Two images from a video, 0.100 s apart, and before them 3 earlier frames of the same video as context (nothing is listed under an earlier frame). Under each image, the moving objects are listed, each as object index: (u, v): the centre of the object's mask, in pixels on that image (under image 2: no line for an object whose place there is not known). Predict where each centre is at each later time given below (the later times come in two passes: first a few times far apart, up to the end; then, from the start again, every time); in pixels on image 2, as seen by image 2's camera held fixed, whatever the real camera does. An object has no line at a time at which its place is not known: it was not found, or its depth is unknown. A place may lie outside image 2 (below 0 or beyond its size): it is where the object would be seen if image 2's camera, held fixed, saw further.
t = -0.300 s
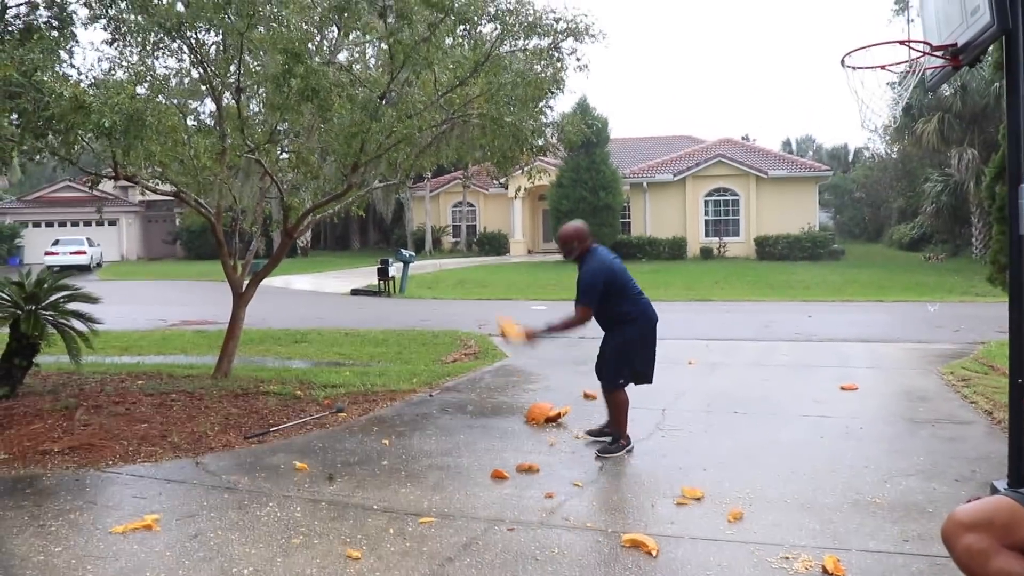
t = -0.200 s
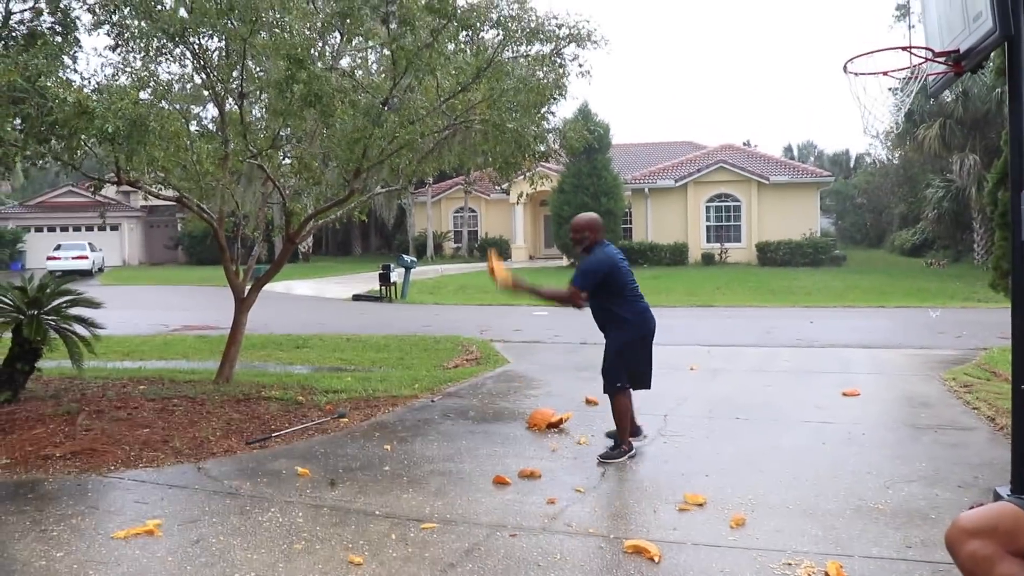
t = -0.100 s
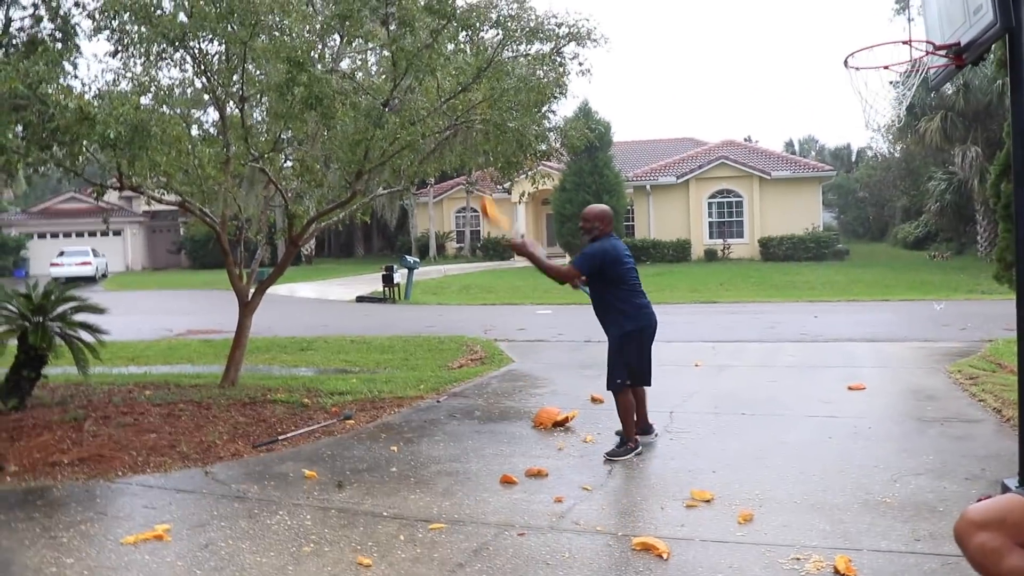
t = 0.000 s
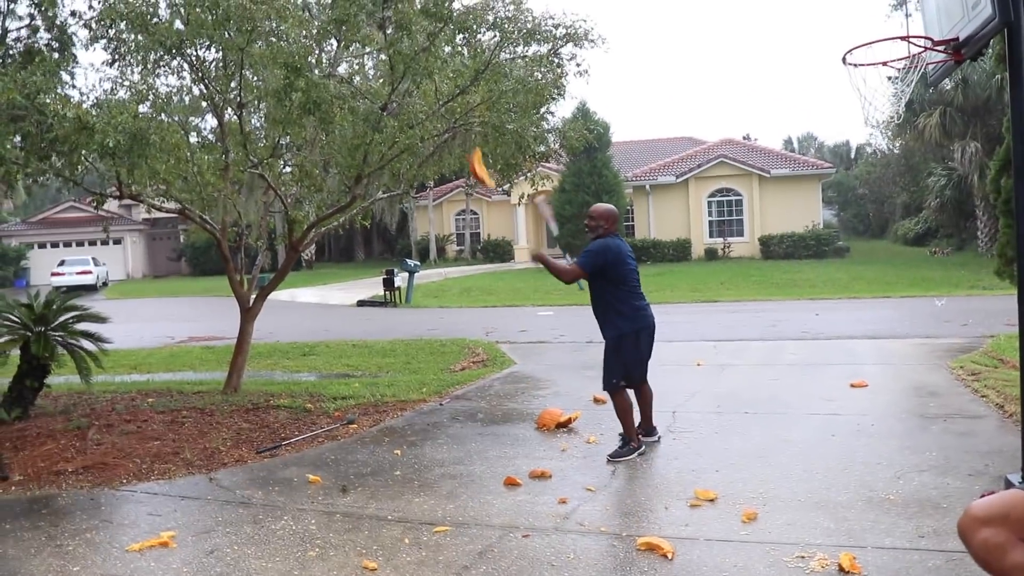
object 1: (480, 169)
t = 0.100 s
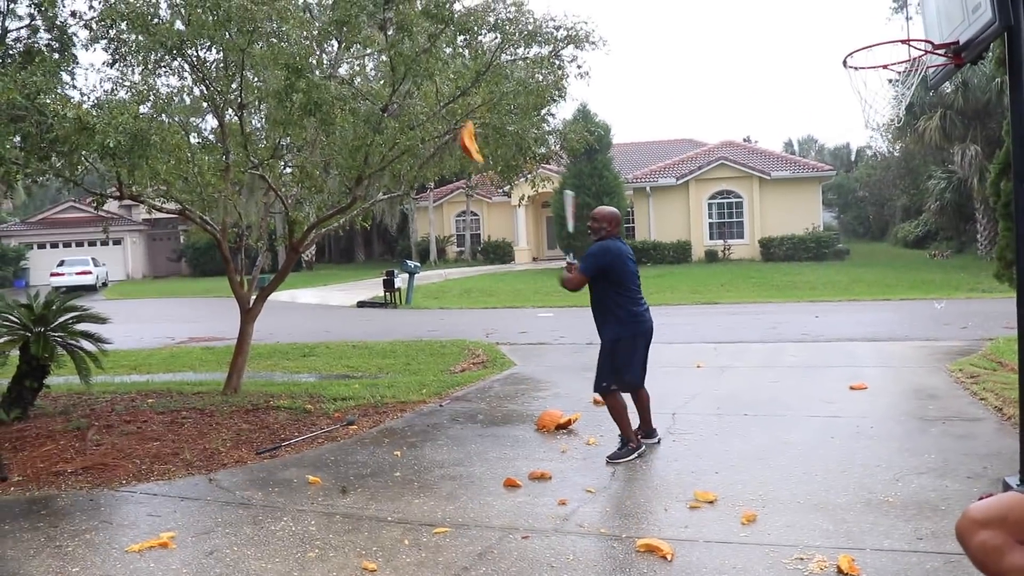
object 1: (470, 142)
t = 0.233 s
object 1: (456, 129)
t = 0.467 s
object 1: (435, 170)
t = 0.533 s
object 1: (430, 196)
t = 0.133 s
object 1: (466, 136)
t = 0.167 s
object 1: (463, 132)
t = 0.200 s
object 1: (460, 129)
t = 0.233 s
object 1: (456, 129)
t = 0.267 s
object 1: (453, 129)
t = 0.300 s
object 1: (450, 132)
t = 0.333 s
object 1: (447, 137)
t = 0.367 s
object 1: (444, 142)
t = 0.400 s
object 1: (441, 150)
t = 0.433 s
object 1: (439, 159)
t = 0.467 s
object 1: (435, 170)
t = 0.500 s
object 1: (432, 182)
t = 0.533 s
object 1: (430, 196)
